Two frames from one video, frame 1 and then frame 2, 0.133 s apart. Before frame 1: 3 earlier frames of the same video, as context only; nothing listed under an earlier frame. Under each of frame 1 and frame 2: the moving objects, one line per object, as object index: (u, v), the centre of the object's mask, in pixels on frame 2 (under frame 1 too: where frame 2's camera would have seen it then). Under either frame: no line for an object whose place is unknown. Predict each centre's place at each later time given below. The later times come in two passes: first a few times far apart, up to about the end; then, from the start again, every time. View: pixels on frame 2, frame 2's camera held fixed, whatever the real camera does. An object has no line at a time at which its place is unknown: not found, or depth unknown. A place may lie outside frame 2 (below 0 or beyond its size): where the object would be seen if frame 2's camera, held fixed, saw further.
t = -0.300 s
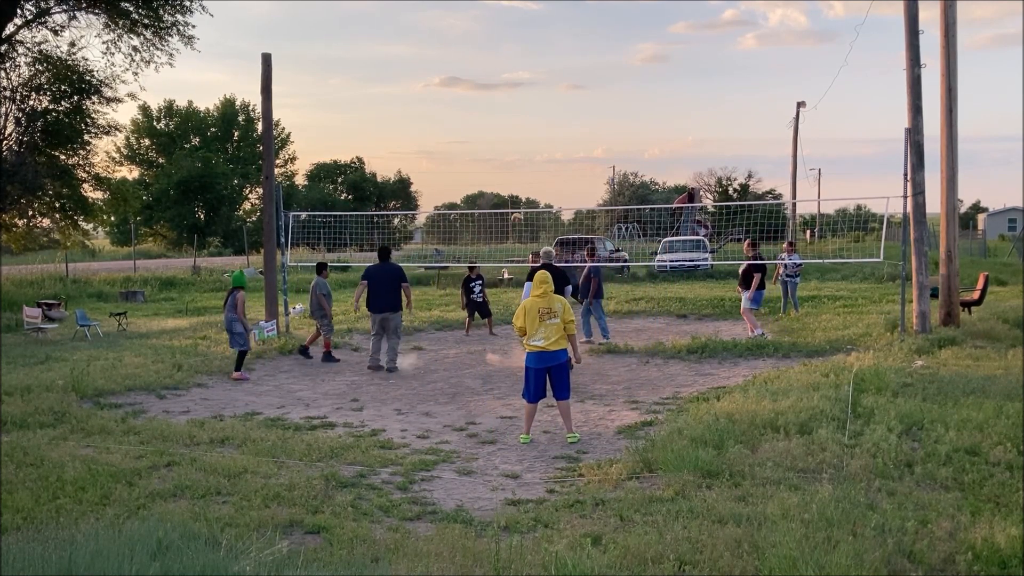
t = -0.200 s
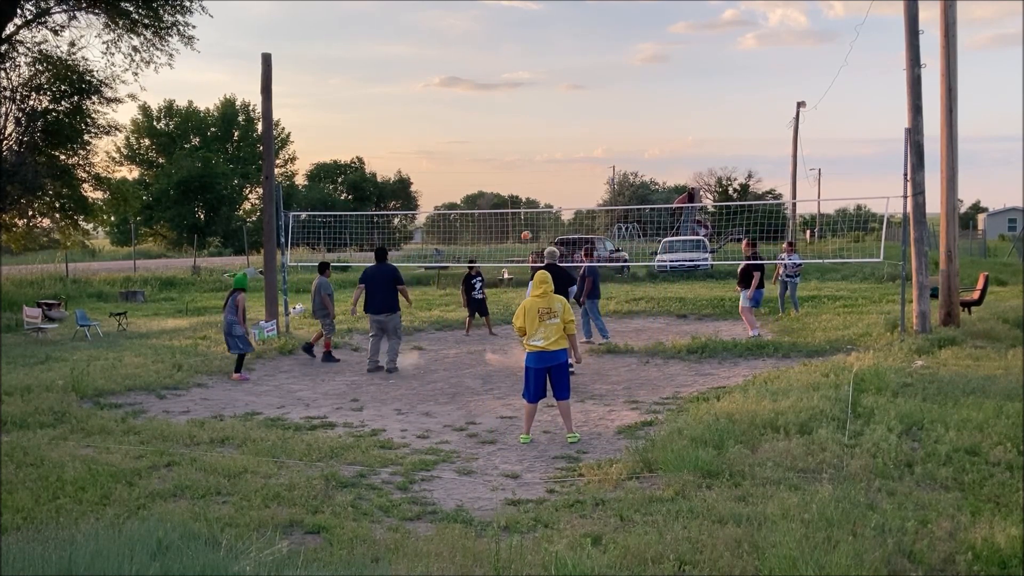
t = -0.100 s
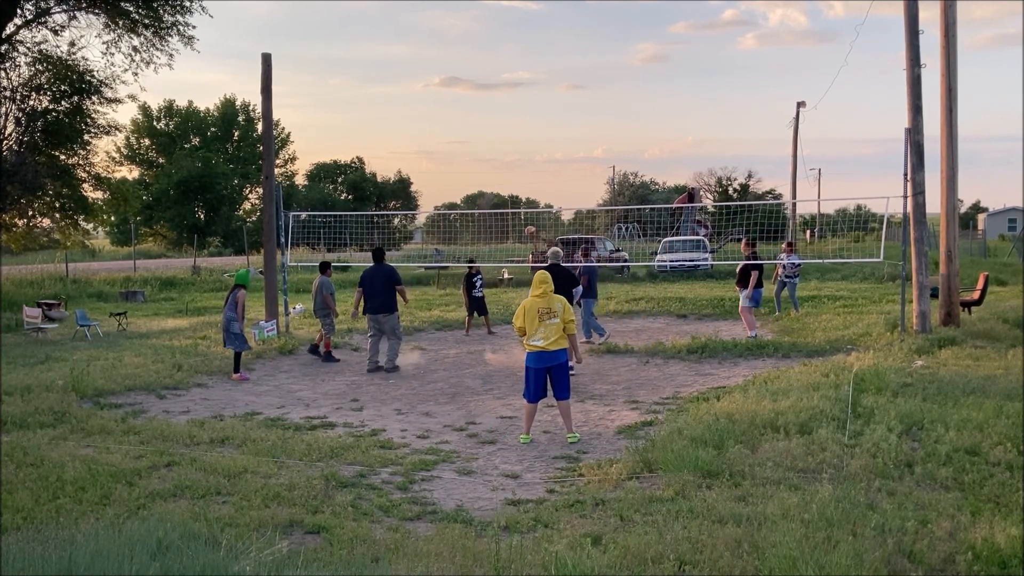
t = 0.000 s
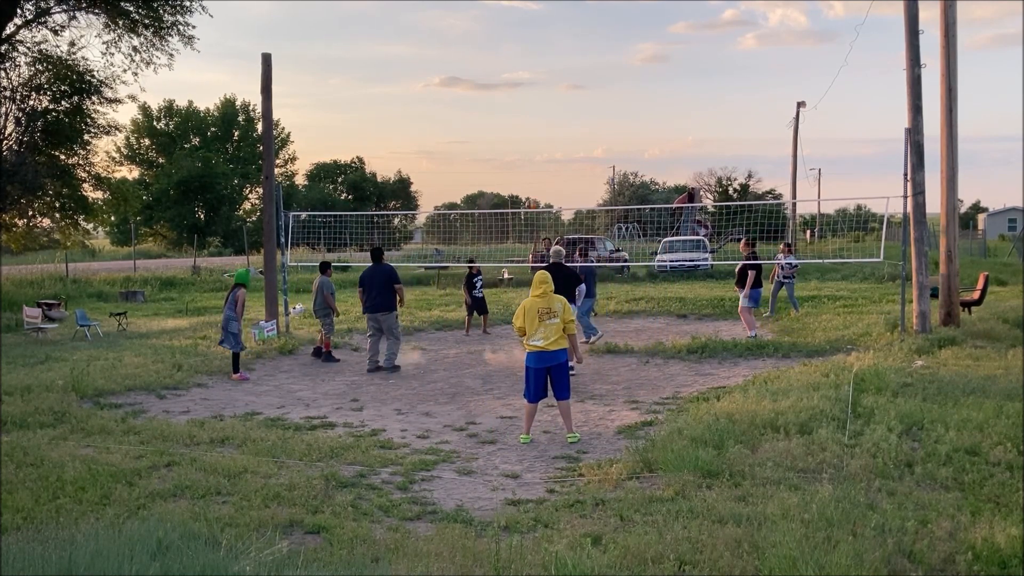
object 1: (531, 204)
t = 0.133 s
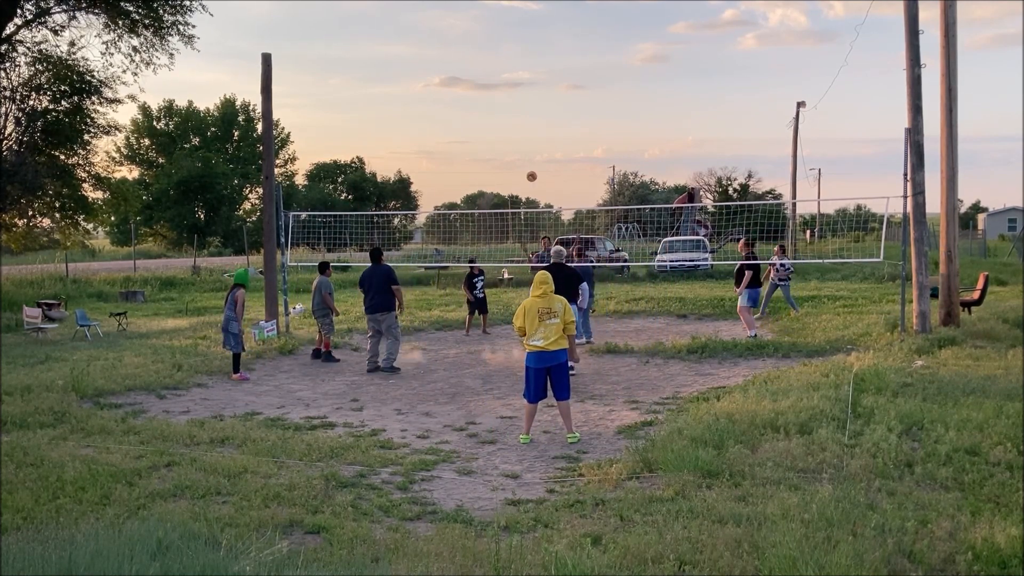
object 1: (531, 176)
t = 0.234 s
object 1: (532, 159)
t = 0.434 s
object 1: (533, 141)
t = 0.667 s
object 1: (535, 146)
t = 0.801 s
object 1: (537, 162)
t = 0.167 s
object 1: (531, 170)
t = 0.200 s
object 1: (531, 164)
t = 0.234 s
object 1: (532, 159)
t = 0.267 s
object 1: (532, 155)
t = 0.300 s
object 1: (532, 151)
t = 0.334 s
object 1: (533, 148)
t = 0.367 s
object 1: (533, 145)
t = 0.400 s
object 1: (533, 143)
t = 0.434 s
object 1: (533, 141)
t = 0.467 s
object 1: (534, 140)
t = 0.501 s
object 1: (534, 140)
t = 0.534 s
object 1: (534, 140)
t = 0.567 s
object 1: (534, 140)
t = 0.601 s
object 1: (535, 141)
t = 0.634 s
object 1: (535, 143)
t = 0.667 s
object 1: (535, 146)
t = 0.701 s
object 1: (535, 149)
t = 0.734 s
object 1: (536, 153)
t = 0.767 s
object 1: (536, 157)
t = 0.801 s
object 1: (537, 162)
